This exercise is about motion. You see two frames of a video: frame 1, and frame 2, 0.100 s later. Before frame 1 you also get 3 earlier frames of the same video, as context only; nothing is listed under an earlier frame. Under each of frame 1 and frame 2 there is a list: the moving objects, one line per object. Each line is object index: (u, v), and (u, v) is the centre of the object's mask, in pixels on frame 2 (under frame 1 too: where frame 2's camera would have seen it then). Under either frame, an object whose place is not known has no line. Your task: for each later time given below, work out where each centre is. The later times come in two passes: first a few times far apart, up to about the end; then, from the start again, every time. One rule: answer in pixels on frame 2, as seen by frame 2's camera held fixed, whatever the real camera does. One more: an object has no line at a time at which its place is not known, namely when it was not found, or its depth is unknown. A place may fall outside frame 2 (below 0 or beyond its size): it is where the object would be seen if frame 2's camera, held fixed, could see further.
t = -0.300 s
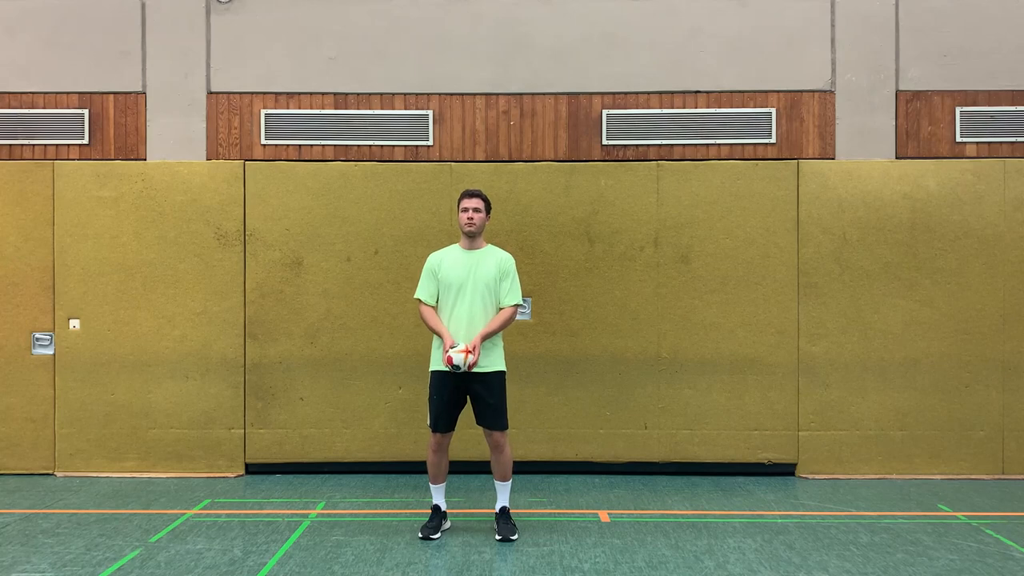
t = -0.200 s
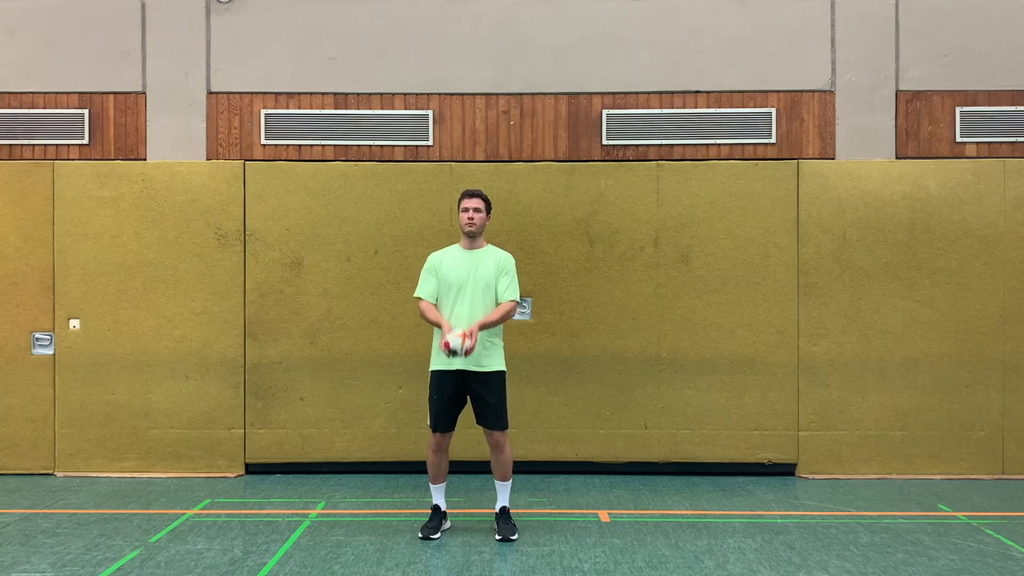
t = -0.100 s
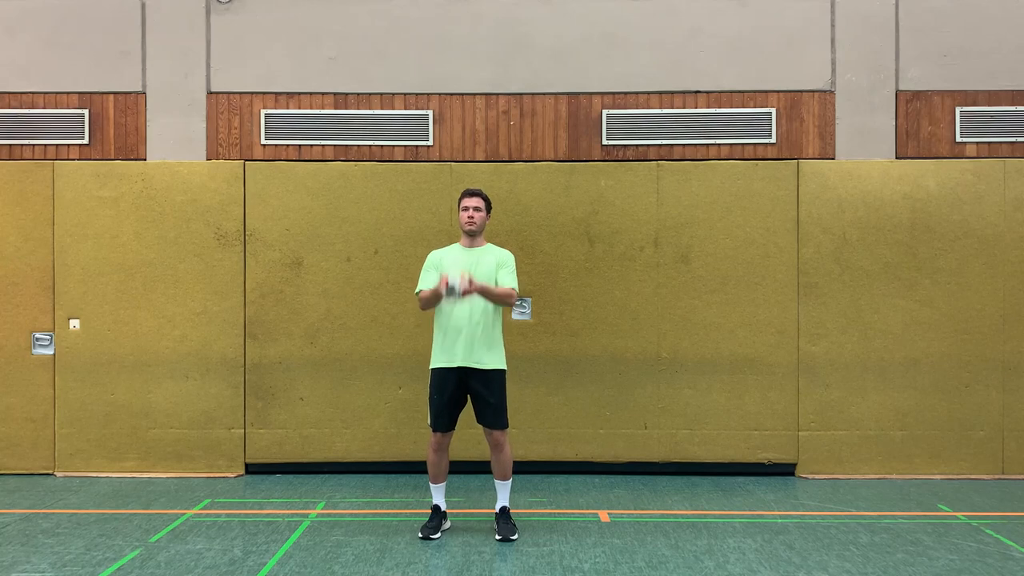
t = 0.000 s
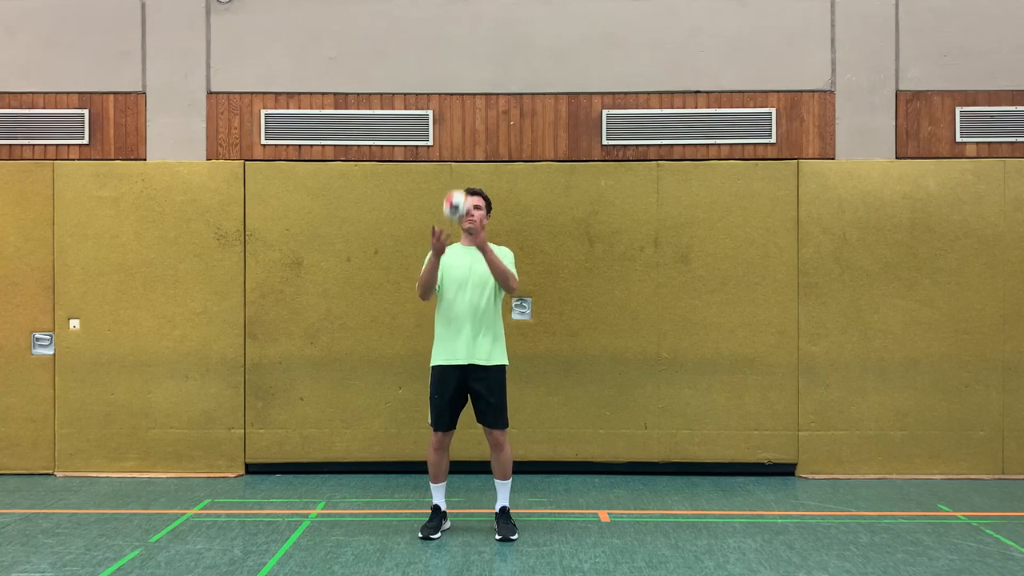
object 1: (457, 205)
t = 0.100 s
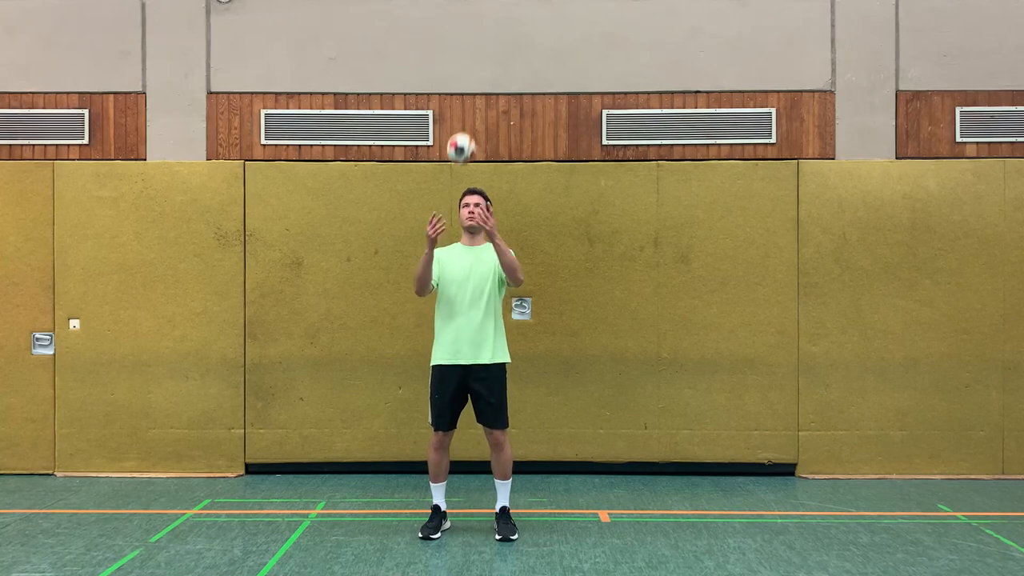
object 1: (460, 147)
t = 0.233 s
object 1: (465, 101)
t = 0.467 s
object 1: (473, 100)
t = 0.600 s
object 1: (476, 140)
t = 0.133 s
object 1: (462, 133)
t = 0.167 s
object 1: (463, 120)
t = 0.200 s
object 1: (464, 110)
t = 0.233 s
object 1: (465, 101)
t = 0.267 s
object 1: (466, 95)
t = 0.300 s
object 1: (467, 91)
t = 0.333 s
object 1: (468, 89)
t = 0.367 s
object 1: (469, 89)
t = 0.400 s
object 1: (471, 90)
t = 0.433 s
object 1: (472, 94)
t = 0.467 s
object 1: (473, 100)
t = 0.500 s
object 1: (473, 107)
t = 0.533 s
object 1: (474, 116)
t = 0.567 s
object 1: (475, 127)
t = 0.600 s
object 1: (476, 140)
